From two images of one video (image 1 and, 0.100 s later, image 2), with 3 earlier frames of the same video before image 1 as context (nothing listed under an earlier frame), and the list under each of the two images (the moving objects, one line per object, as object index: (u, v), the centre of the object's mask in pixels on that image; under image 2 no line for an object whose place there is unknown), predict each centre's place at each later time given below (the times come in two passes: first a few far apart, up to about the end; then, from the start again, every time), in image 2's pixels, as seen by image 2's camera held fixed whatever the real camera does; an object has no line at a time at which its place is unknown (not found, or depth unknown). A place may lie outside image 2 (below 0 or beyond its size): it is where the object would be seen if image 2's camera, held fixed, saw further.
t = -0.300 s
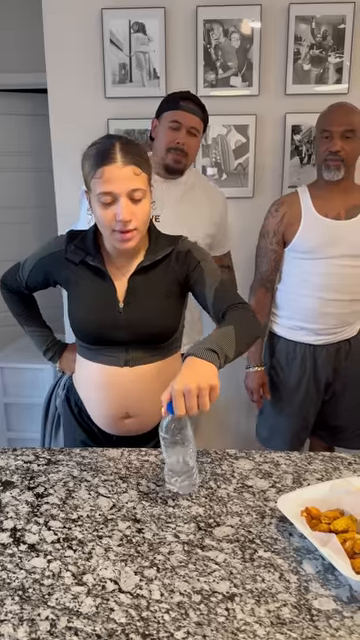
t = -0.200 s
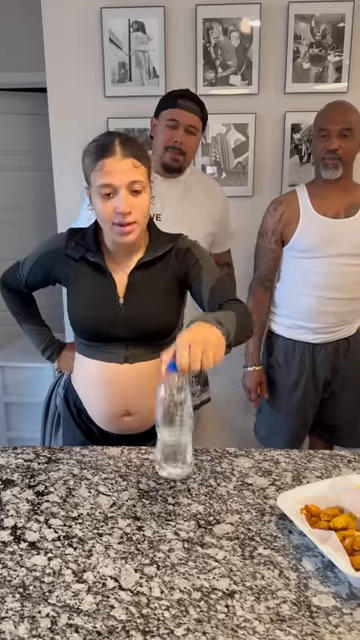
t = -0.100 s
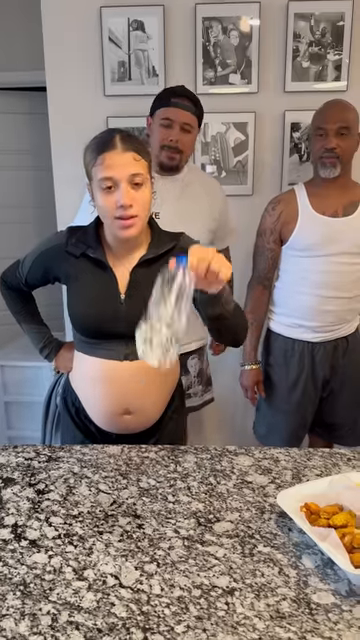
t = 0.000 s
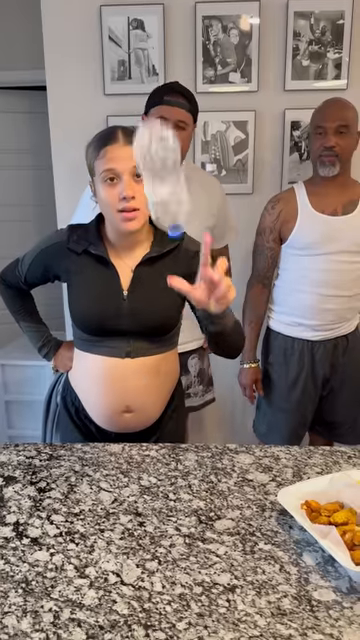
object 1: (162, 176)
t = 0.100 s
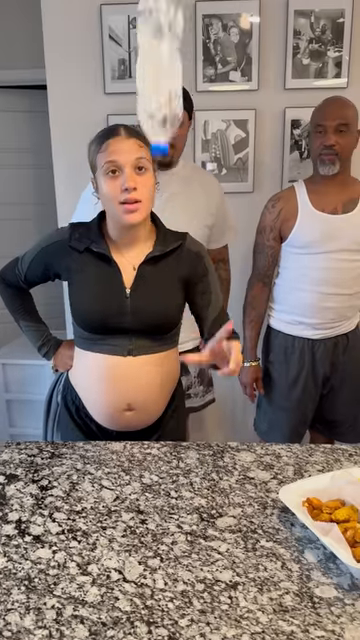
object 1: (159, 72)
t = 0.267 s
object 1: (159, 27)
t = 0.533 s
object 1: (168, 324)
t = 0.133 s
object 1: (157, 55)
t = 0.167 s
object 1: (156, 41)
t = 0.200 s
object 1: (156, 31)
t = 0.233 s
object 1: (157, 25)
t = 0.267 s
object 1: (159, 27)
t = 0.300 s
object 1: (159, 41)
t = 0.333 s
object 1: (159, 66)
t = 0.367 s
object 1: (161, 97)
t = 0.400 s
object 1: (162, 135)
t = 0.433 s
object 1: (163, 178)
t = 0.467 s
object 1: (166, 227)
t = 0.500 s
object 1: (166, 274)
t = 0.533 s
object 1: (168, 324)
